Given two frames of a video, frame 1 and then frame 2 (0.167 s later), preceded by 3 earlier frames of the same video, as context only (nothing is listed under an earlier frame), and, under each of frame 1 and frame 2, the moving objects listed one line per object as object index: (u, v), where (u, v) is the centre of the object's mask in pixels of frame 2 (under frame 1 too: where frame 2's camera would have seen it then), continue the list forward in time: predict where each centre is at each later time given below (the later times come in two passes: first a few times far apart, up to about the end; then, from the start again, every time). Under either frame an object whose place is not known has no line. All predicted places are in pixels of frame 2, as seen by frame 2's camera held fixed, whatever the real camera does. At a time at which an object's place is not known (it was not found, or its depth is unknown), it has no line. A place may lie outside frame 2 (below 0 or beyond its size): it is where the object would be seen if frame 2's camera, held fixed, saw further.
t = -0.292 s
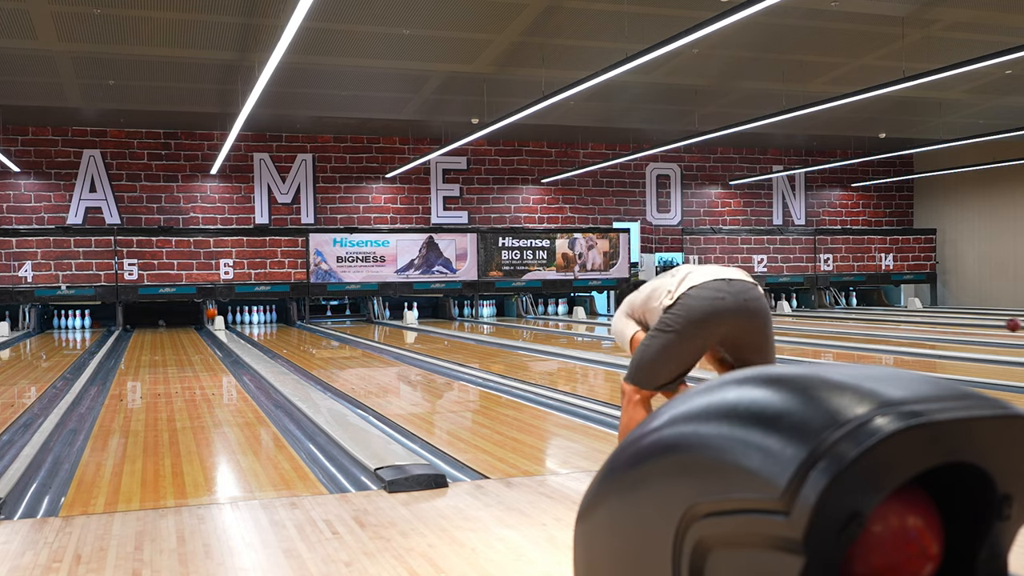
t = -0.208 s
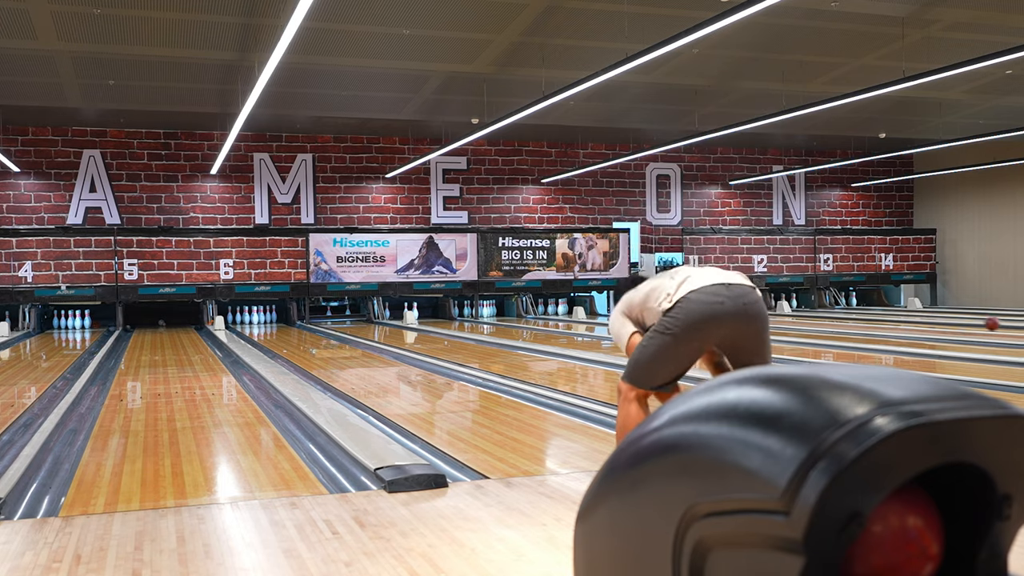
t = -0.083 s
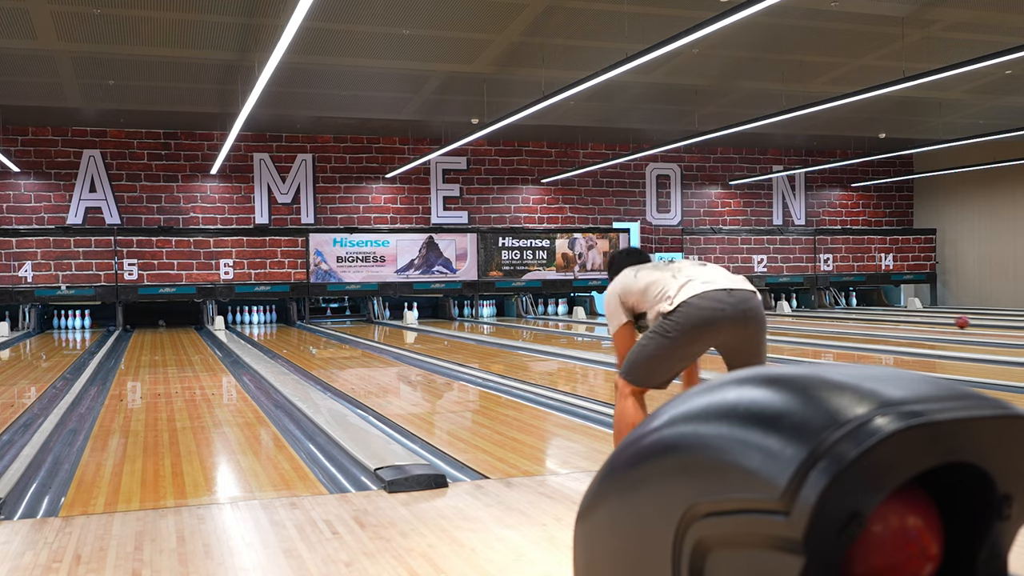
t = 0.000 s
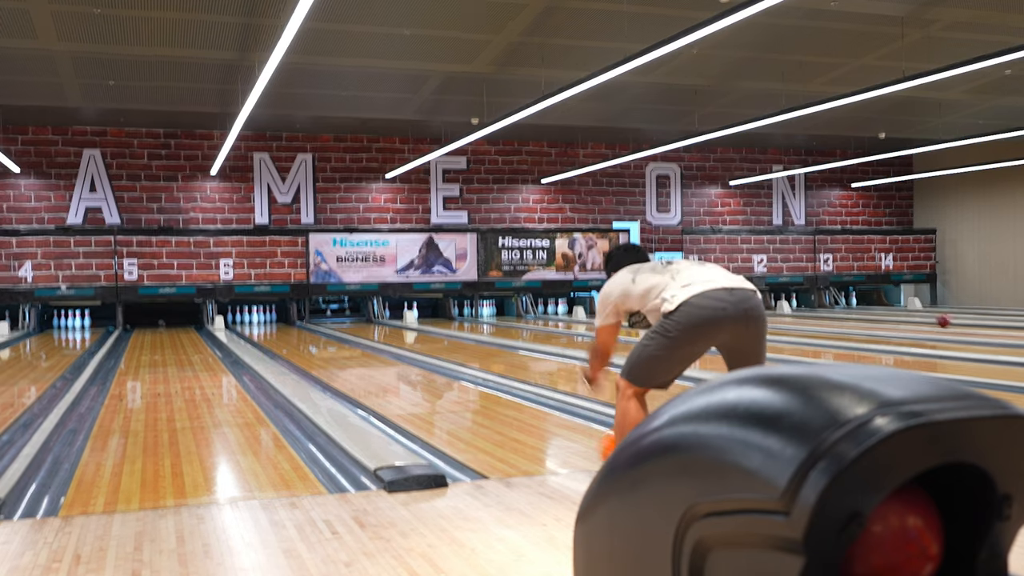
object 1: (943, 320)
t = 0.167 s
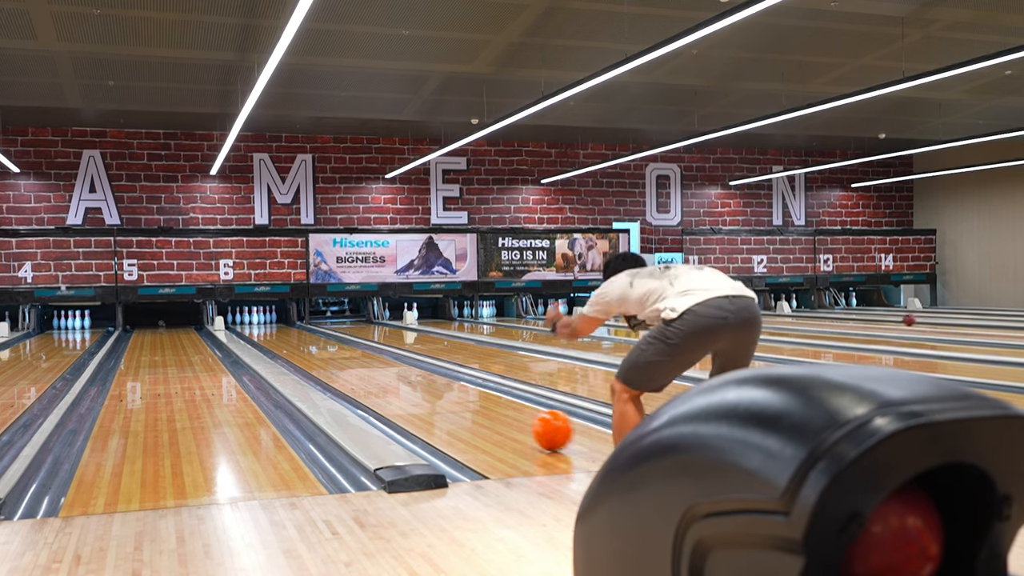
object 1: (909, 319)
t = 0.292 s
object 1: (884, 316)
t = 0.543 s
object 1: (840, 315)
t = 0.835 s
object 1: (798, 313)
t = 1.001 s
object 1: (776, 312)
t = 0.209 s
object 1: (901, 319)
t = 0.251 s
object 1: (891, 315)
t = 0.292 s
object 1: (884, 316)
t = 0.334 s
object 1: (875, 316)
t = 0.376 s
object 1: (868, 316)
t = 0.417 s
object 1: (861, 316)
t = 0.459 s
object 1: (853, 315)
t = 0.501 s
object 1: (847, 315)
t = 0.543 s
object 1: (840, 315)
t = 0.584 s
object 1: (834, 315)
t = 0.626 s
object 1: (828, 314)
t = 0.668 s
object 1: (822, 314)
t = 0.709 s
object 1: (816, 314)
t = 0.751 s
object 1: (810, 314)
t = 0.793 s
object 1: (804, 313)
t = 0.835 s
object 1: (798, 313)
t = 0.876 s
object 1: (793, 313)
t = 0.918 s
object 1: (787, 313)
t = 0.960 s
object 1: (782, 313)
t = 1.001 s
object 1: (776, 312)
